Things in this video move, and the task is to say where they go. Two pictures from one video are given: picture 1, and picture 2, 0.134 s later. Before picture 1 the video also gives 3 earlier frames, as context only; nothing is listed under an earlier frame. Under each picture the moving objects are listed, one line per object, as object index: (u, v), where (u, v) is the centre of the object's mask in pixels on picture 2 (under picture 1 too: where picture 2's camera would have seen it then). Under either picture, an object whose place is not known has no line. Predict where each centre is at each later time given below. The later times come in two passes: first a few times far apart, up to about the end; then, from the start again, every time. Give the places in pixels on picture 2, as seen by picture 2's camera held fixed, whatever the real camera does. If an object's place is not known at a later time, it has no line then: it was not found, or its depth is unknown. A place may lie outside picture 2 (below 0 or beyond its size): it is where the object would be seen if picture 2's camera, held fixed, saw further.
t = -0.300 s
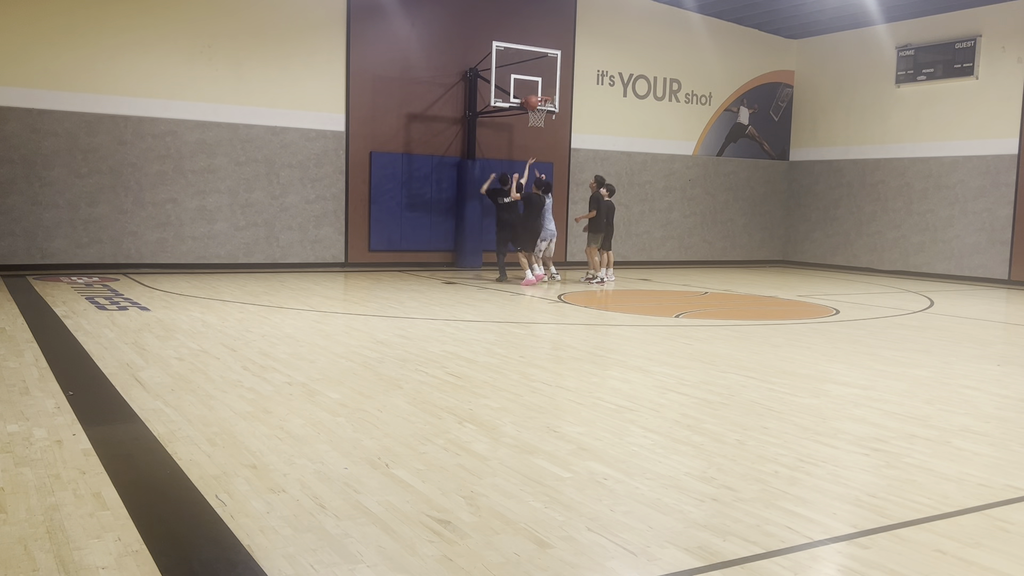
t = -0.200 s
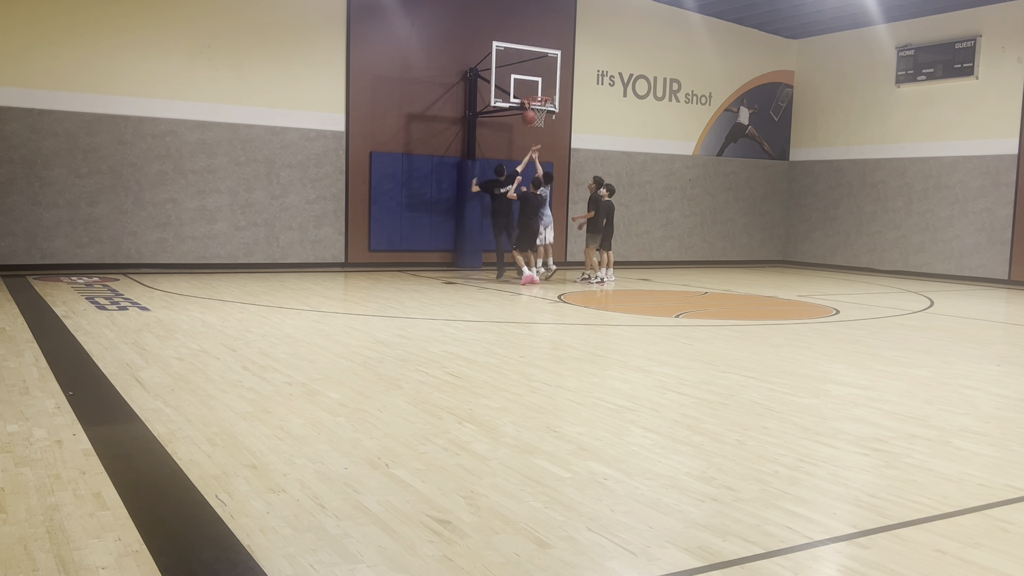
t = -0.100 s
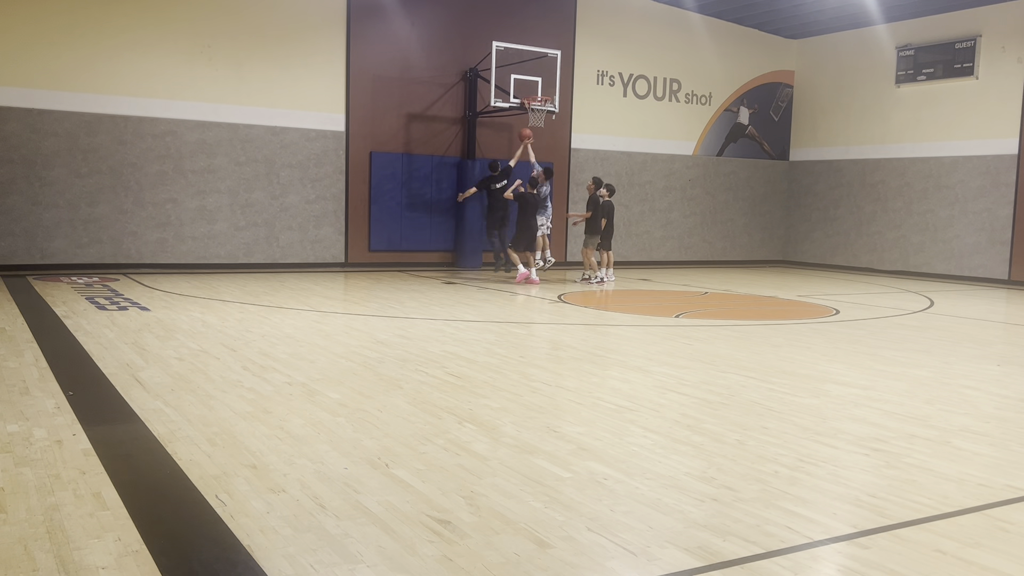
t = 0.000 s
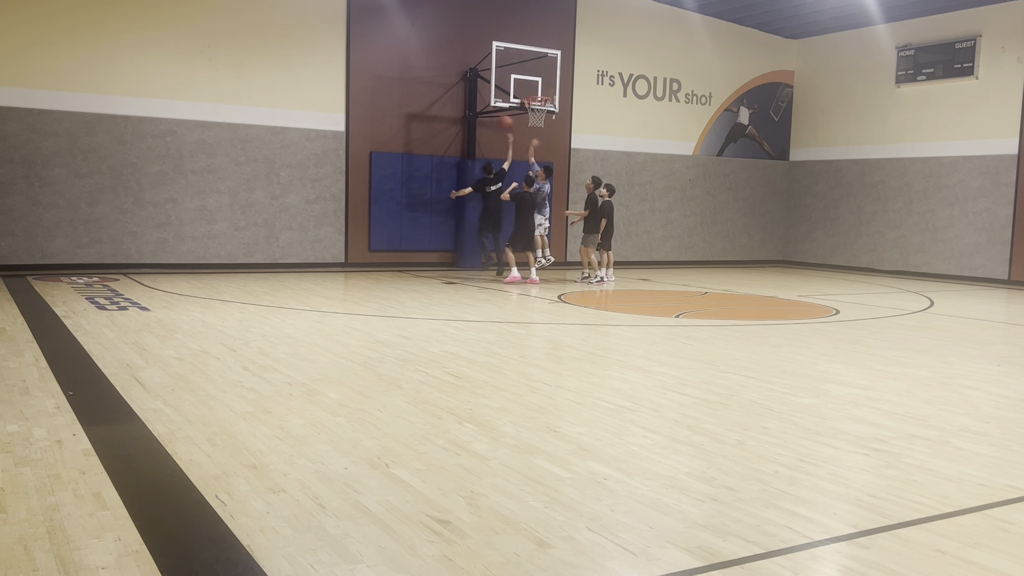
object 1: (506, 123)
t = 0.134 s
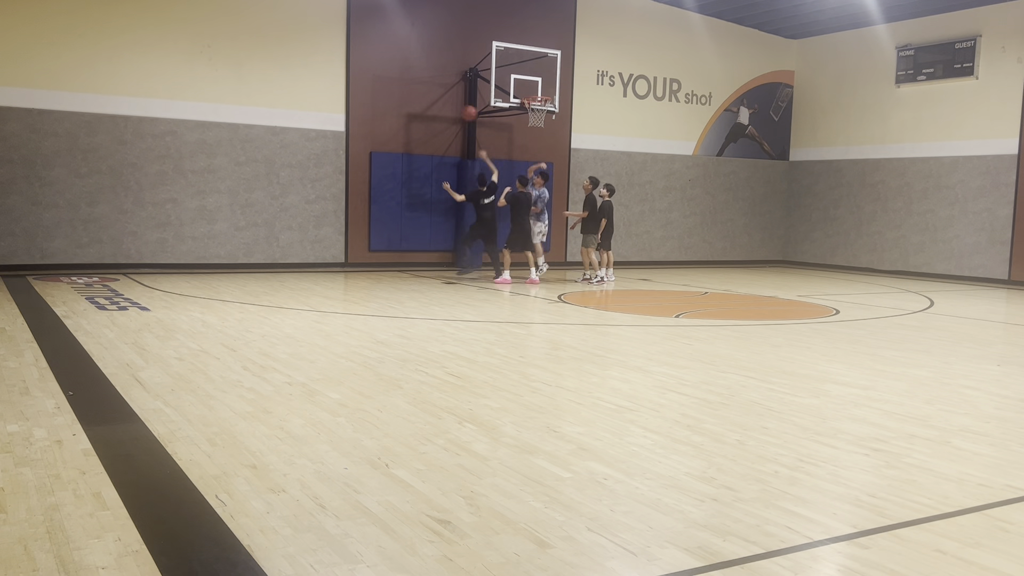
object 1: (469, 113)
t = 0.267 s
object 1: (432, 113)
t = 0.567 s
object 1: (341, 160)
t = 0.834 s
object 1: (252, 255)
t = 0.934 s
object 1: (227, 262)
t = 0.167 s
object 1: (460, 112)
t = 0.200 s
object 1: (451, 112)
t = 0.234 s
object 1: (442, 112)
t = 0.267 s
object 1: (432, 113)
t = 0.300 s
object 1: (422, 116)
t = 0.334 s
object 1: (412, 119)
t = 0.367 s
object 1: (402, 122)
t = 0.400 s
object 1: (392, 126)
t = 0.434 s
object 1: (383, 130)
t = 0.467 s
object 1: (372, 136)
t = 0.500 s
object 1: (362, 144)
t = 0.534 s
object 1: (351, 150)
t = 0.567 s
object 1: (341, 160)
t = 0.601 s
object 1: (330, 169)
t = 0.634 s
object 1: (319, 178)
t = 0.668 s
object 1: (308, 188)
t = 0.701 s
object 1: (297, 201)
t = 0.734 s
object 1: (286, 213)
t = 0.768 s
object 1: (275, 226)
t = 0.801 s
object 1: (263, 240)
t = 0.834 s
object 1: (252, 255)
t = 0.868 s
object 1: (241, 271)
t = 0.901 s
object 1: (232, 274)
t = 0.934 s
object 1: (227, 262)
